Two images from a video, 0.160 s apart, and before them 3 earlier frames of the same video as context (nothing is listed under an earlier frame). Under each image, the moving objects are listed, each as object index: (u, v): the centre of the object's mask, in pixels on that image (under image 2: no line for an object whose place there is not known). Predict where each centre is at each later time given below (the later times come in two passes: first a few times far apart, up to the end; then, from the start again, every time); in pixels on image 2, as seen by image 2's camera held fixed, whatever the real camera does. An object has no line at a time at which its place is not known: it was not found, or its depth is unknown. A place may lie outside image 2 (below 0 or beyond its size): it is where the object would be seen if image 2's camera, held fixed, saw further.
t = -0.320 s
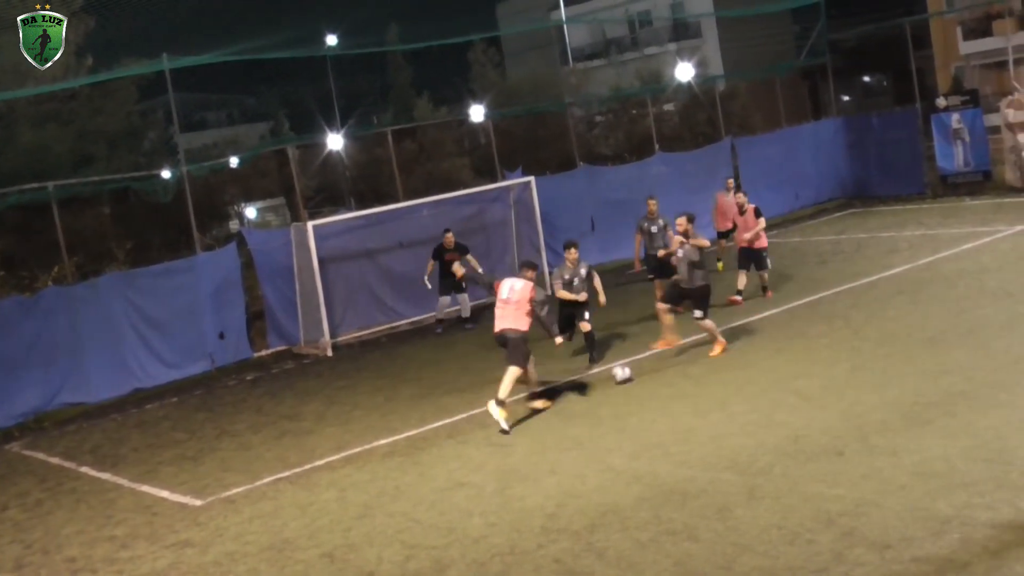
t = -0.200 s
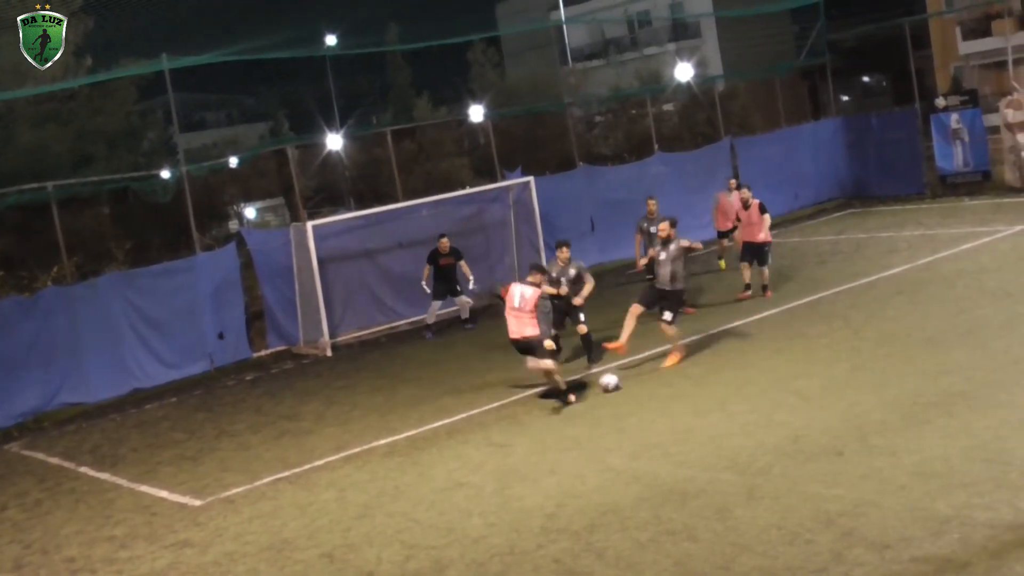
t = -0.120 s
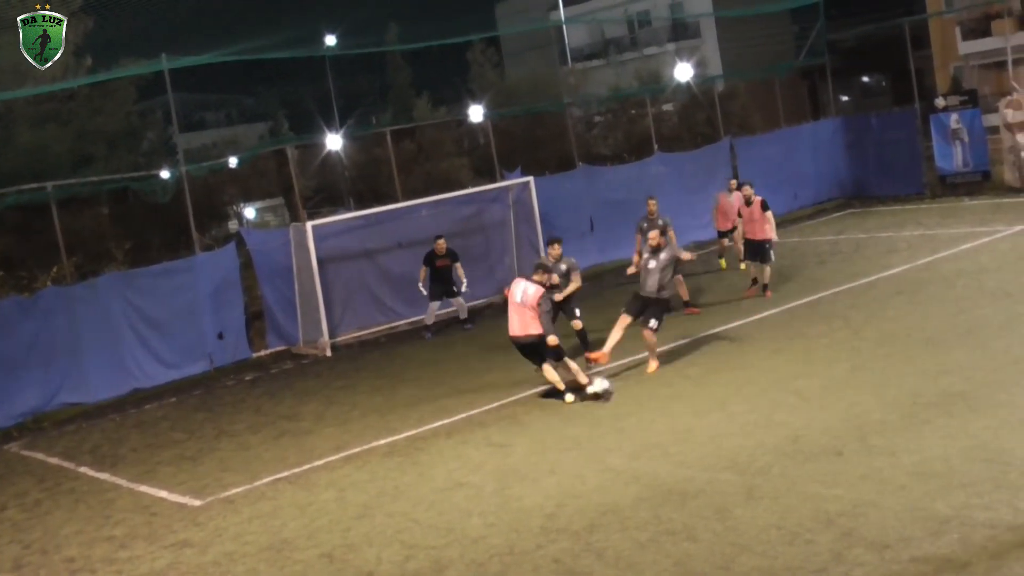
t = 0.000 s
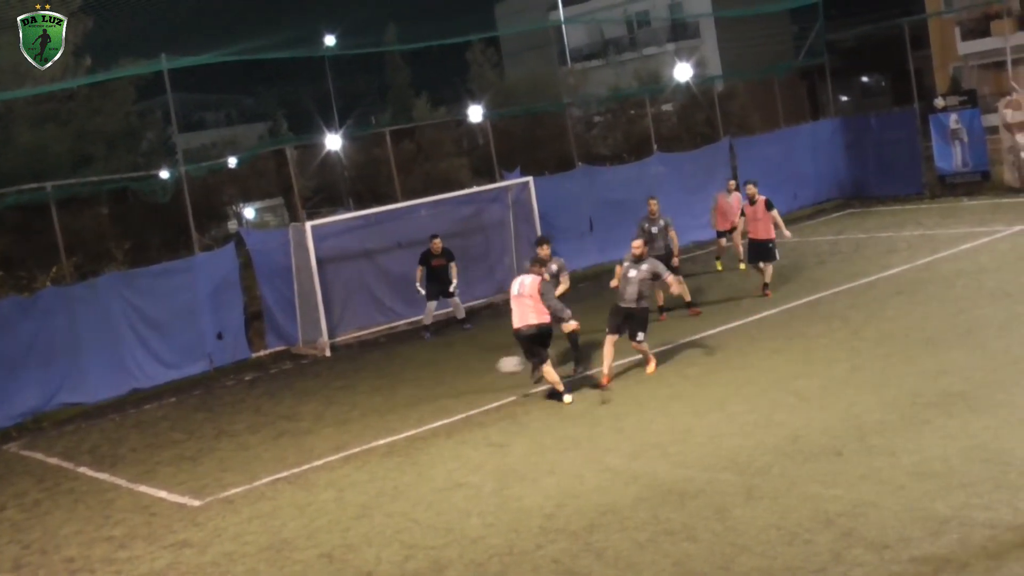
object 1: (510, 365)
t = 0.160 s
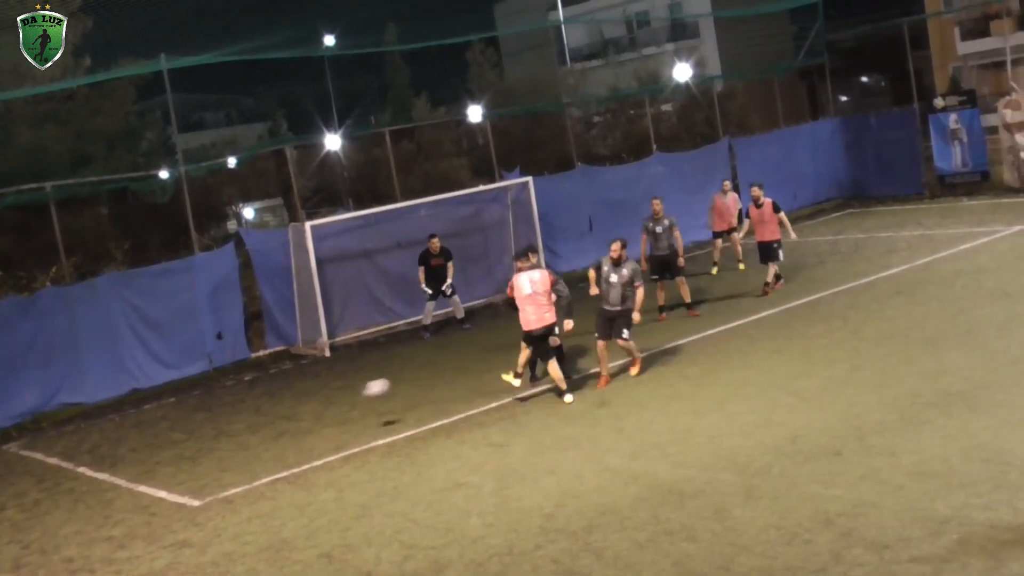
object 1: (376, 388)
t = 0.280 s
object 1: (277, 420)
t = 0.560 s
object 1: (78, 461)
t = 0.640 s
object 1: (28, 468)
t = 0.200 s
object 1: (342, 397)
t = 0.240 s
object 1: (309, 407)
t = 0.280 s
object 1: (277, 420)
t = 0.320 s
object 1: (243, 434)
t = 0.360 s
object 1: (211, 450)
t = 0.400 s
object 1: (179, 467)
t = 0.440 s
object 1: (153, 464)
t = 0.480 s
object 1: (126, 461)
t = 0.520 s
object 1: (102, 462)
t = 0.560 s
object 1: (78, 461)
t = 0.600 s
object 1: (53, 464)
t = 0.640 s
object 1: (28, 468)
